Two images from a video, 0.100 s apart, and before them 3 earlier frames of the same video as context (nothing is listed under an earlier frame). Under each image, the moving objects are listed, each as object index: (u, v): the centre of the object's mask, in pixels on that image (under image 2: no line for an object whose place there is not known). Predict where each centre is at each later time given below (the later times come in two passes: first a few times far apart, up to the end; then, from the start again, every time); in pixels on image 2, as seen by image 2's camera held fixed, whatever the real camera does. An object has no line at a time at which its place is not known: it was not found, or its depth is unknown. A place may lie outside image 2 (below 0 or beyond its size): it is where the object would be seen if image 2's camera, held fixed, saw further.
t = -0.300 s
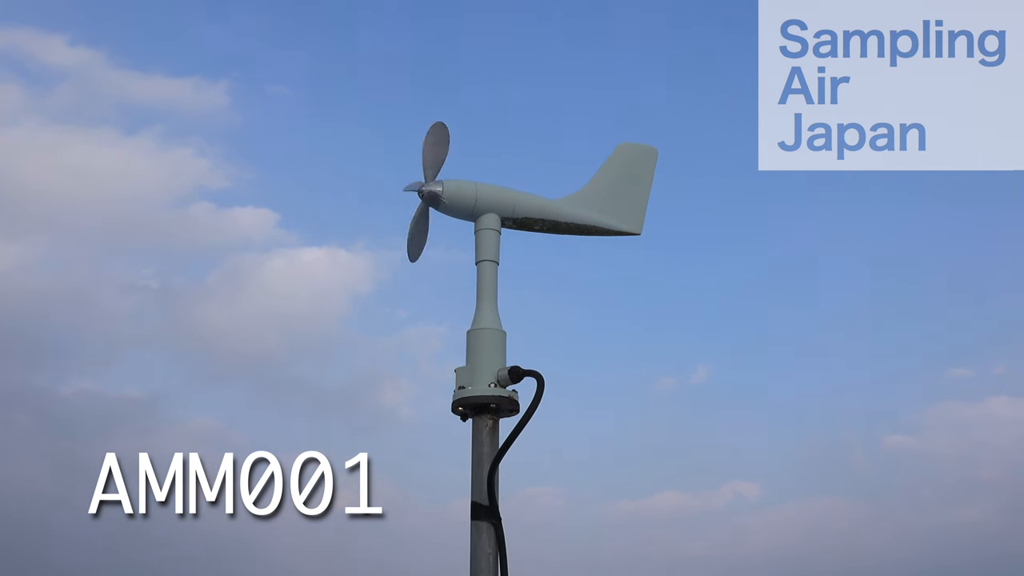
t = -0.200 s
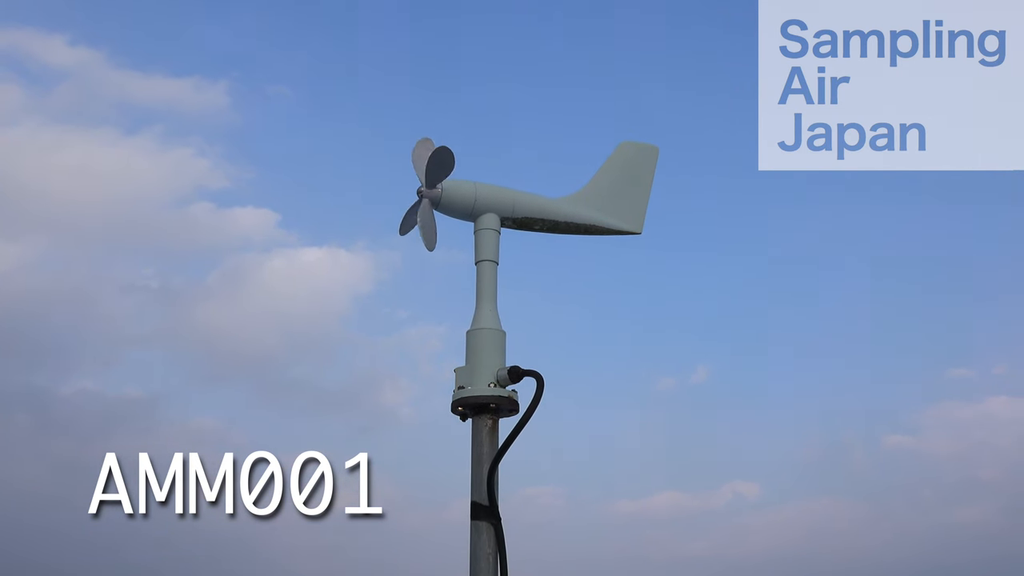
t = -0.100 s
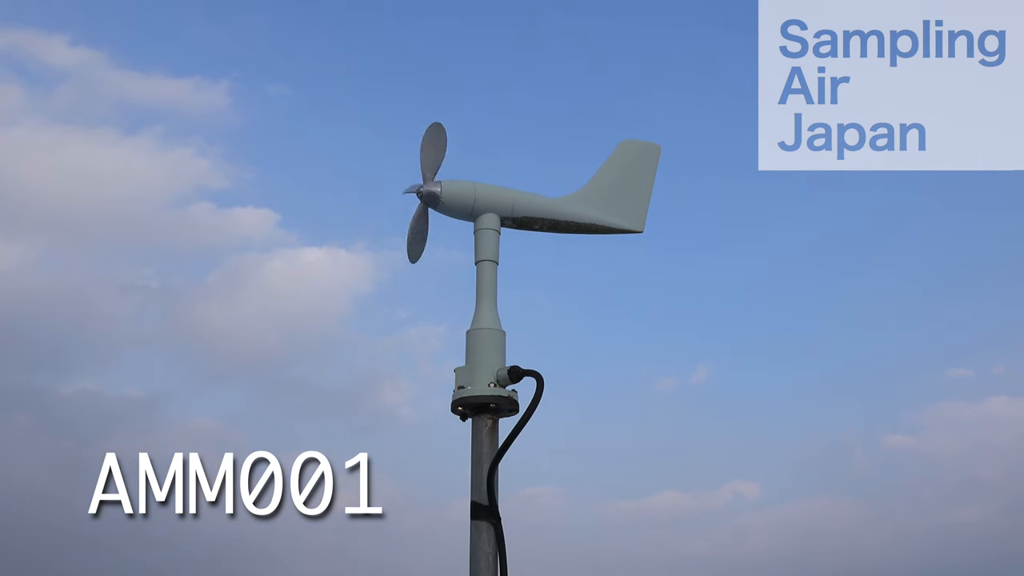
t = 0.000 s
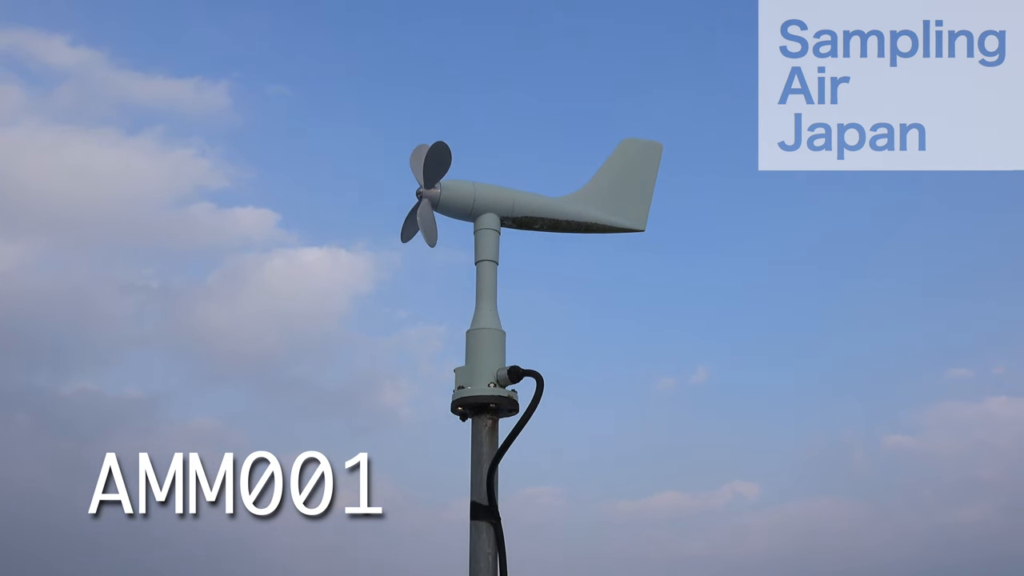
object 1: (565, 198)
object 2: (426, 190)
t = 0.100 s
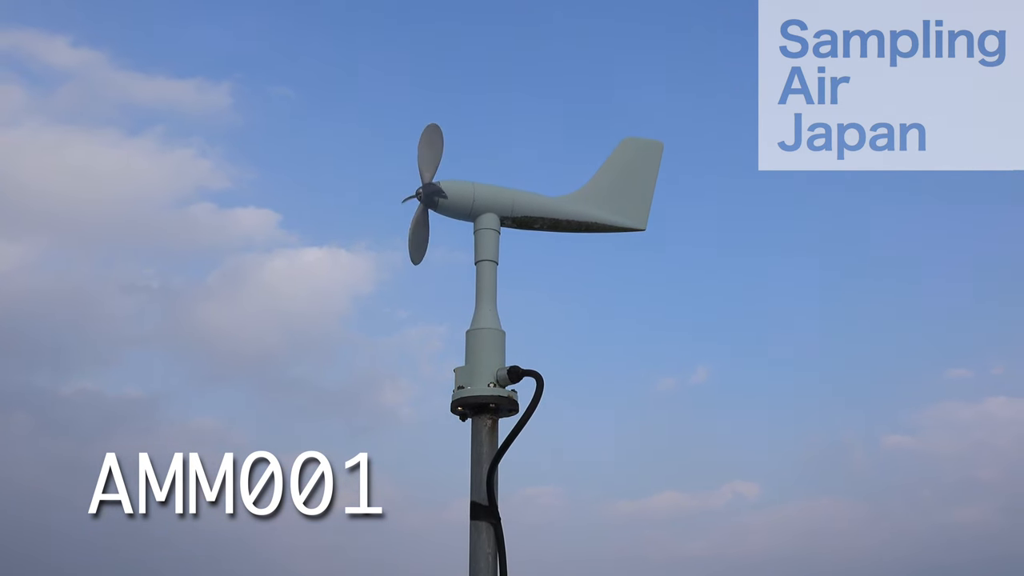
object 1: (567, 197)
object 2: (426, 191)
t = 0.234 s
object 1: (566, 197)
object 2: (425, 190)
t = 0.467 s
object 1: (566, 197)
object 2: (425, 191)
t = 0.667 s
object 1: (567, 196)
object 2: (424, 193)
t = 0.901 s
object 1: (570, 194)
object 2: (423, 196)
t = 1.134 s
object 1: (571, 193)
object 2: (423, 198)
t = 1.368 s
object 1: (570, 193)
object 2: (424, 197)
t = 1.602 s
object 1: (569, 193)
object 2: (424, 194)
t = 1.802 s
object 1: (569, 194)
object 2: (424, 193)
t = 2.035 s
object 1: (567, 194)
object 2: (423, 194)
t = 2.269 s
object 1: (571, 192)
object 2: (423, 198)
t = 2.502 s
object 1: (570, 191)
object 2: (421, 197)
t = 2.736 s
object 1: (573, 190)
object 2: (421, 197)
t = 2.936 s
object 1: (572, 190)
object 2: (421, 196)
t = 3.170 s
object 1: (567, 194)
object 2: (423, 191)
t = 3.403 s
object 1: (561, 197)
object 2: (424, 189)
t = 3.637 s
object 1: (558, 198)
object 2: (424, 188)
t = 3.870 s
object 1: (563, 198)
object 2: (425, 187)
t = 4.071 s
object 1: (561, 199)
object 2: (425, 189)
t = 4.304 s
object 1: (562, 200)
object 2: (425, 188)
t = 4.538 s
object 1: (562, 200)
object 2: (425, 187)
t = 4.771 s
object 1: (562, 199)
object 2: (425, 189)
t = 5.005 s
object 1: (563, 198)
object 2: (423, 192)
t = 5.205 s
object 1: (566, 196)
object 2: (422, 192)
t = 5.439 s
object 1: (570, 191)
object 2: (420, 197)
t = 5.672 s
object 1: (575, 185)
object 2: (419, 204)
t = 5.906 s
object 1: (578, 178)
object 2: (420, 210)
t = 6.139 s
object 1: (579, 171)
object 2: (422, 216)
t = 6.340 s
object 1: (579, 166)
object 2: (424, 220)
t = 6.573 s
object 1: (578, 161)
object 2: (428, 225)
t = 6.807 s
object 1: (576, 158)
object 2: (428, 226)
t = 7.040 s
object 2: (428, 228)
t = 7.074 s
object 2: (429, 226)
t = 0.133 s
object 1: (567, 197)
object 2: (426, 192)
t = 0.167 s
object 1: (566, 197)
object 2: (426, 192)
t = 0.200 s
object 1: (566, 197)
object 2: (426, 190)
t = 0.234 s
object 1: (566, 197)
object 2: (425, 190)
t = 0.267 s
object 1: (564, 197)
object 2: (425, 190)
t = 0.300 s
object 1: (567, 197)
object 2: (425, 192)
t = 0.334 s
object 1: (566, 197)
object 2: (426, 192)
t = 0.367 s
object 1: (566, 197)
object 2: (426, 191)
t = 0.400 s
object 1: (566, 197)
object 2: (426, 190)
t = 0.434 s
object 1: (567, 197)
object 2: (425, 190)
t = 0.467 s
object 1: (566, 197)
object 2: (425, 191)
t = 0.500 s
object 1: (567, 197)
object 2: (425, 193)
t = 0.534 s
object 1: (566, 196)
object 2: (425, 193)
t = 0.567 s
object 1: (566, 196)
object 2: (425, 191)
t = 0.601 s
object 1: (567, 196)
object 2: (425, 191)
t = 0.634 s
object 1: (566, 196)
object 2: (425, 191)
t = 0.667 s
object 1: (567, 196)
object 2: (424, 193)
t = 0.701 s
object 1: (568, 195)
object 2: (424, 194)
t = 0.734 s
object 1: (568, 195)
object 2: (424, 194)
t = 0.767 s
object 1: (568, 195)
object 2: (424, 193)
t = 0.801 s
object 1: (569, 194)
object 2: (424, 192)
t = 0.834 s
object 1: (567, 194)
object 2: (424, 193)
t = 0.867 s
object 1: (568, 194)
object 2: (423, 194)
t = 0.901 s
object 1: (570, 194)
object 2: (423, 196)
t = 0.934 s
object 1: (571, 193)
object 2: (424, 197)
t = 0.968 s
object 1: (570, 193)
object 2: (424, 195)
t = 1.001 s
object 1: (570, 193)
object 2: (423, 194)
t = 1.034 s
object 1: (573, 193)
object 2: (423, 194)
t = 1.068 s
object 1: (568, 193)
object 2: (423, 196)
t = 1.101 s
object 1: (571, 193)
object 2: (423, 197)
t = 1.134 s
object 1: (571, 193)
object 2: (423, 198)
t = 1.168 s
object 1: (571, 193)
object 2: (423, 197)
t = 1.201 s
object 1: (571, 193)
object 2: (423, 195)
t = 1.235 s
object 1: (572, 193)
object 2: (423, 194)
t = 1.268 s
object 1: (568, 193)
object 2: (423, 195)
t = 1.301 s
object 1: (571, 193)
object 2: (423, 196)
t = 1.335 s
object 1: (571, 193)
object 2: (423, 197)
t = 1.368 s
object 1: (570, 193)
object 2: (424, 197)
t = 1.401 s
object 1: (570, 193)
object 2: (424, 194)
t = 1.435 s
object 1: (570, 193)
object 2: (423, 194)
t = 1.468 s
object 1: (568, 194)
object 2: (423, 194)
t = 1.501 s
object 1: (570, 194)
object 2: (423, 195)
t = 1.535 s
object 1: (570, 194)
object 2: (423, 196)
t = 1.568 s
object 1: (569, 193)
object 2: (424, 196)
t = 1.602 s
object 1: (569, 193)
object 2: (424, 194)
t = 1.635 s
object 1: (570, 193)
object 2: (423, 193)
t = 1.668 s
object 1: (567, 194)
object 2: (423, 194)
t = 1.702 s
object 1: (570, 194)
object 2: (423, 195)
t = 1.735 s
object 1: (569, 194)
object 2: (423, 196)
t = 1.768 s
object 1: (569, 194)
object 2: (423, 196)
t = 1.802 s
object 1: (569, 194)
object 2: (424, 193)
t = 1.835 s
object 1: (570, 194)
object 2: (423, 193)
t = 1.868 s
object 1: (567, 194)
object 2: (423, 194)
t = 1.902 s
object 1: (570, 194)
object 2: (423, 196)
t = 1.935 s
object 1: (569, 194)
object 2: (423, 196)
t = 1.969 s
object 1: (569, 194)
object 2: (423, 194)
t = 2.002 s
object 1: (570, 194)
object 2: (423, 193)
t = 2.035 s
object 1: (567, 194)
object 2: (423, 194)
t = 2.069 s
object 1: (571, 194)
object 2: (423, 196)
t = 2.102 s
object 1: (570, 193)
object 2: (423, 196)
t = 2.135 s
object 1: (569, 193)
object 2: (423, 195)
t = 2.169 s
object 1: (571, 193)
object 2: (423, 194)
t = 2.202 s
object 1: (568, 193)
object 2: (423, 195)
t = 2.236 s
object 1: (572, 193)
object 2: (422, 197)
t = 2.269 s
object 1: (571, 192)
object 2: (423, 198)
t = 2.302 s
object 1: (570, 192)
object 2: (422, 195)
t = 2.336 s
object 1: (573, 192)
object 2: (422, 195)
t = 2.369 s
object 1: (573, 192)
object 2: (422, 197)
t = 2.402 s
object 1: (571, 191)
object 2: (422, 198)
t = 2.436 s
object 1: (572, 191)
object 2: (422, 196)
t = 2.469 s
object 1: (572, 191)
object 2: (422, 196)
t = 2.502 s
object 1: (570, 191)
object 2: (421, 197)
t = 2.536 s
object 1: (570, 191)
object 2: (422, 199)
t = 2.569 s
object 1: (572, 190)
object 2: (422, 197)
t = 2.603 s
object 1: (572, 190)
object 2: (421, 196)
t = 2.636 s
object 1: (572, 190)
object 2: (421, 198)
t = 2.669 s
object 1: (570, 190)
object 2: (422, 199)
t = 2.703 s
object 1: (572, 190)
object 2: (421, 197)
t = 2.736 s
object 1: (573, 190)
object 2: (421, 197)
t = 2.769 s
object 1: (572, 190)
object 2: (421, 199)
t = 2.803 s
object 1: (572, 190)
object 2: (422, 200)
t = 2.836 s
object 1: (573, 190)
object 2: (421, 197)
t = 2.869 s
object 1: (571, 190)
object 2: (421, 198)
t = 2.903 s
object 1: (571, 190)
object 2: (421, 198)
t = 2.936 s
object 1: (572, 190)
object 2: (421, 196)
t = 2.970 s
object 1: (568, 191)
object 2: (421, 196)
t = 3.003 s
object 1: (570, 192)
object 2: (422, 197)
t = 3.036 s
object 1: (570, 192)
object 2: (422, 194)
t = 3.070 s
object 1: (567, 193)
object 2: (422, 194)
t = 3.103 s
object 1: (566, 194)
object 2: (422, 195)
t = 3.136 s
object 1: (567, 194)
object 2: (423, 193)
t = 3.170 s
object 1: (567, 194)
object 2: (423, 191)
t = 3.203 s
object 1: (567, 195)
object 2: (423, 192)
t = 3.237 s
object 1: (565, 195)
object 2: (423, 192)
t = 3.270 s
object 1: (567, 196)
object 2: (424, 190)
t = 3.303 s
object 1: (565, 196)
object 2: (424, 190)
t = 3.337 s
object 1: (564, 197)
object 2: (424, 191)
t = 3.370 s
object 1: (564, 197)
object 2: (424, 189)
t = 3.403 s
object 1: (561, 197)
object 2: (424, 189)
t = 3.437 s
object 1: (564, 197)
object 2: (424, 190)
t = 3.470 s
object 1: (563, 198)
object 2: (425, 190)
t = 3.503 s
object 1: (564, 198)
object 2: (424, 188)
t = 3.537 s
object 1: (562, 198)
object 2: (425, 189)
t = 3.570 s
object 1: (562, 198)
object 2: (425, 190)
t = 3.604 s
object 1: (562, 198)
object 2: (425, 188)
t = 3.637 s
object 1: (558, 198)
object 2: (424, 188)
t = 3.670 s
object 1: (564, 199)
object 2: (425, 189)
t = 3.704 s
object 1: (562, 198)
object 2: (425, 189)
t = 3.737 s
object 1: (563, 198)
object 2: (425, 187)
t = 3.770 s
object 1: (560, 198)
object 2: (425, 188)
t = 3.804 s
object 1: (563, 199)
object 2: (425, 189)
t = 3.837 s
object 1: (562, 199)
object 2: (425, 189)
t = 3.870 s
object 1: (563, 198)
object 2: (425, 187)
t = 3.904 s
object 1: (559, 199)
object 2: (425, 188)
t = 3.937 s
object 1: (562, 199)
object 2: (425, 189)
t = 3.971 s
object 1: (561, 199)
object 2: (425, 188)
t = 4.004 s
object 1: (563, 199)
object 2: (425, 187)
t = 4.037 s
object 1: (561, 199)
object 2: (425, 188)
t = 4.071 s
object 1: (561, 199)
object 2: (425, 189)
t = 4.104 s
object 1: (561, 199)
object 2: (425, 188)
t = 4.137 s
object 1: (562, 199)
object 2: (424, 187)
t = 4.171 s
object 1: (562, 199)
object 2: (425, 188)
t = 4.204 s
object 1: (561, 199)
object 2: (425, 188)
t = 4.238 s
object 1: (561, 199)
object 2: (425, 187)
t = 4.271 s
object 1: (562, 199)
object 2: (425, 186)
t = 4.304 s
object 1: (562, 200)
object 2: (425, 188)
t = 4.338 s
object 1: (560, 200)
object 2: (425, 189)
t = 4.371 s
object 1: (561, 200)
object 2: (425, 187)
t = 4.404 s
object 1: (562, 200)
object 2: (425, 187)
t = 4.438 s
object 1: (562, 200)
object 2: (425, 188)
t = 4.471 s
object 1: (561, 200)
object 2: (425, 189)
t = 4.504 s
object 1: (561, 200)
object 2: (425, 187)
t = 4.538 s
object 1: (562, 200)
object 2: (425, 187)
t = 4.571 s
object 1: (561, 200)
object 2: (425, 188)
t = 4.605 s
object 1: (561, 200)
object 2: (425, 189)
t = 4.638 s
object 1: (561, 200)
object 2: (425, 188)
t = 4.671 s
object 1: (561, 199)
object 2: (424, 187)
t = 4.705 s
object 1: (564, 200)
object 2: (425, 188)
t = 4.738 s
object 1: (561, 200)
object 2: (424, 189)
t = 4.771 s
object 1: (562, 199)
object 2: (425, 189)
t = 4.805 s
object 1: (563, 199)
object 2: (424, 188)
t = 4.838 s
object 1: (565, 199)
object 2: (424, 189)
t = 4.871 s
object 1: (563, 199)
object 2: (424, 190)
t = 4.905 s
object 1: (563, 198)
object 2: (424, 190)
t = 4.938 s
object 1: (564, 198)
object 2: (423, 189)
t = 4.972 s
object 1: (566, 198)
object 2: (423, 190)
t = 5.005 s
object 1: (563, 198)
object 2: (423, 192)
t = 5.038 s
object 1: (564, 198)
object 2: (424, 191)
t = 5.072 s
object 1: (564, 198)
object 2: (423, 190)
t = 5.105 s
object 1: (567, 197)
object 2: (423, 192)
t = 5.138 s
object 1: (565, 197)
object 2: (422, 193)
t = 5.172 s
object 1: (565, 197)
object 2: (423, 193)
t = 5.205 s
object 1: (566, 196)
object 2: (422, 192)
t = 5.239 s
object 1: (569, 196)
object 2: (421, 194)
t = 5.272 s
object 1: (567, 195)
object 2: (421, 195)
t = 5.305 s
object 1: (568, 194)
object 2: (421, 195)
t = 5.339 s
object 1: (569, 193)
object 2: (421, 194)
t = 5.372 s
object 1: (569, 193)
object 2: (420, 197)
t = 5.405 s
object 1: (569, 192)
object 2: (420, 198)
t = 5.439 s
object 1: (570, 191)
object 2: (420, 197)
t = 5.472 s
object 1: (572, 190)
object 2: (420, 198)
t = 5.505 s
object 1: (571, 190)
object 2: (419, 200)
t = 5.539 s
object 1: (572, 189)
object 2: (420, 202)
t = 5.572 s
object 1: (573, 188)
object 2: (419, 200)
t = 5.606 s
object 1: (574, 187)
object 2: (420, 202)
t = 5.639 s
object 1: (573, 186)
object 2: (419, 203)
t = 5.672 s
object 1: (575, 185)
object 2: (419, 204)
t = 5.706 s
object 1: (575, 184)
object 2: (419, 203)
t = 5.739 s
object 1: (577, 183)
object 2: (419, 205)
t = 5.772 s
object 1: (576, 182)
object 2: (419, 206)
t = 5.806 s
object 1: (577, 181)
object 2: (419, 206)
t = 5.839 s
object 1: (577, 180)
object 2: (420, 207)
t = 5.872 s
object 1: (578, 179)
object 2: (420, 209)
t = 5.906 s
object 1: (578, 178)
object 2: (420, 210)
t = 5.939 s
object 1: (578, 177)
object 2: (420, 210)
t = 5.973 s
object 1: (578, 176)
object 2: (420, 211)
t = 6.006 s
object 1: (578, 175)
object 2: (421, 213)
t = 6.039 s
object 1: (579, 174)
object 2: (421, 213)
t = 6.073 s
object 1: (579, 173)
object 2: (421, 214)
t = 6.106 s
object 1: (579, 172)
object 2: (421, 215)
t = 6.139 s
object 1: (579, 171)
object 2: (422, 216)
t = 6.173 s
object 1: (579, 170)
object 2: (423, 216)
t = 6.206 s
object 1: (579, 169)
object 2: (423, 217)
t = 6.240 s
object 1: (579, 169)
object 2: (422, 218)
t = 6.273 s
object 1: (578, 168)
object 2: (423, 219)
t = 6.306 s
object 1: (579, 167)
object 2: (424, 220)
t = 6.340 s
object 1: (579, 166)
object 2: (424, 220)
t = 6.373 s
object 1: (579, 165)
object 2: (424, 221)
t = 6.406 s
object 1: (578, 165)
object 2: (426, 222)
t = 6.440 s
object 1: (578, 164)
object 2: (426, 223)
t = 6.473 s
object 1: (578, 163)
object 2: (425, 225)
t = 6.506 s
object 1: (579, 162)
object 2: (426, 223)
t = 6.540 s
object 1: (577, 162)
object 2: (428, 224)
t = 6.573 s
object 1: (578, 161)
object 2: (428, 225)
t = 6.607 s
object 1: (578, 160)
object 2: (426, 226)
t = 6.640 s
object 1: (578, 160)
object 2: (427, 225)
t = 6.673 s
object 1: (576, 160)
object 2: (429, 226)
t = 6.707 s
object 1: (576, 159)
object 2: (429, 227)
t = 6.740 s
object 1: (576, 159)
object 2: (427, 228)
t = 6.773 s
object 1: (577, 158)
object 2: (428, 226)
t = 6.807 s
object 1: (576, 158)
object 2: (428, 226)
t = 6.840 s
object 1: (576, 158)
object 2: (430, 227)
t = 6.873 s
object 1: (576, 158)
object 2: (428, 230)
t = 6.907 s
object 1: (576, 158)
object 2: (428, 226)
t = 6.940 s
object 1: (575, 158)
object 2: (429, 226)
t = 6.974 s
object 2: (431, 227)
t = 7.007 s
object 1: (576, 158)
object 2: (430, 227)
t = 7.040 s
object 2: (428, 228)
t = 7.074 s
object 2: (429, 226)
